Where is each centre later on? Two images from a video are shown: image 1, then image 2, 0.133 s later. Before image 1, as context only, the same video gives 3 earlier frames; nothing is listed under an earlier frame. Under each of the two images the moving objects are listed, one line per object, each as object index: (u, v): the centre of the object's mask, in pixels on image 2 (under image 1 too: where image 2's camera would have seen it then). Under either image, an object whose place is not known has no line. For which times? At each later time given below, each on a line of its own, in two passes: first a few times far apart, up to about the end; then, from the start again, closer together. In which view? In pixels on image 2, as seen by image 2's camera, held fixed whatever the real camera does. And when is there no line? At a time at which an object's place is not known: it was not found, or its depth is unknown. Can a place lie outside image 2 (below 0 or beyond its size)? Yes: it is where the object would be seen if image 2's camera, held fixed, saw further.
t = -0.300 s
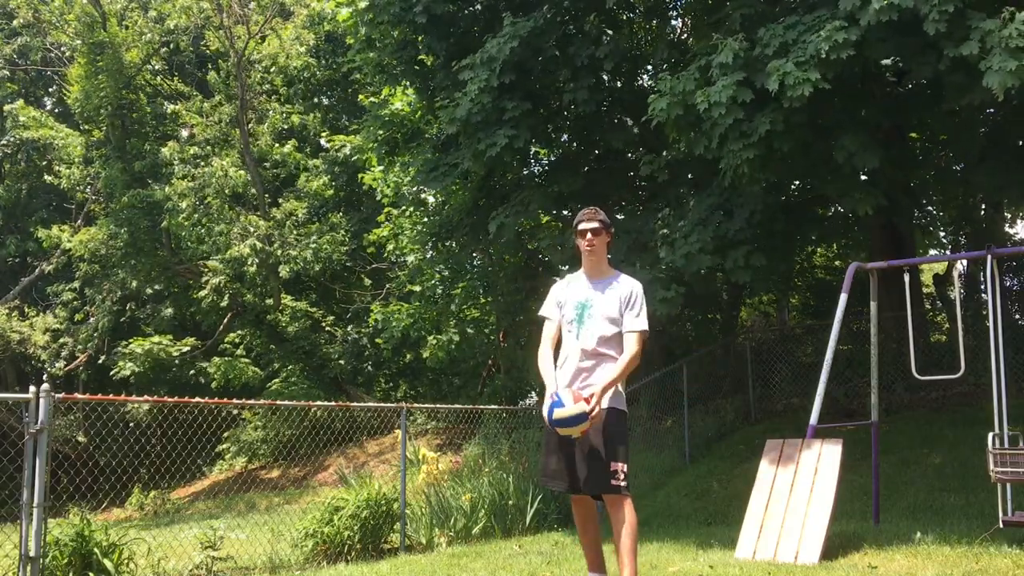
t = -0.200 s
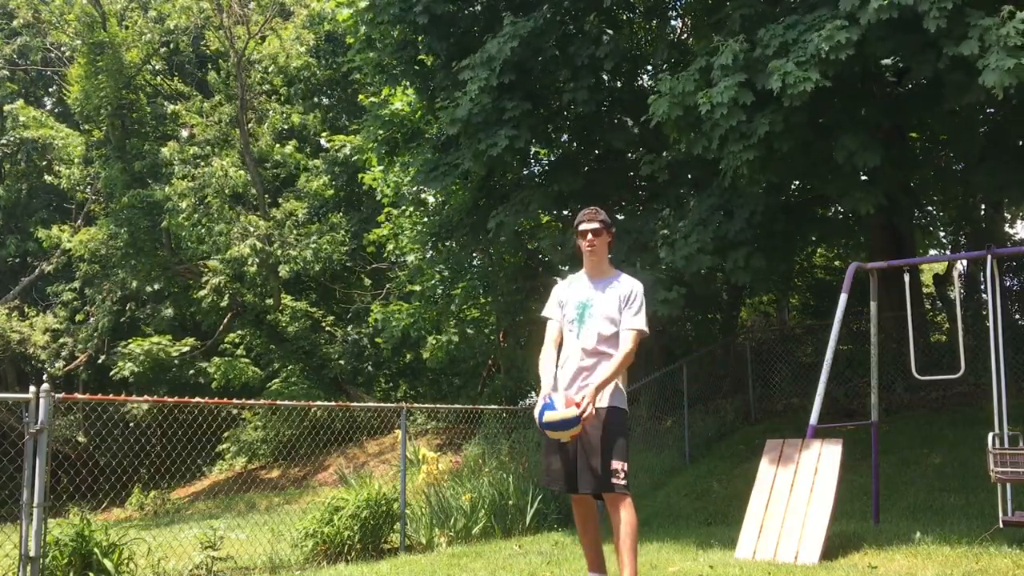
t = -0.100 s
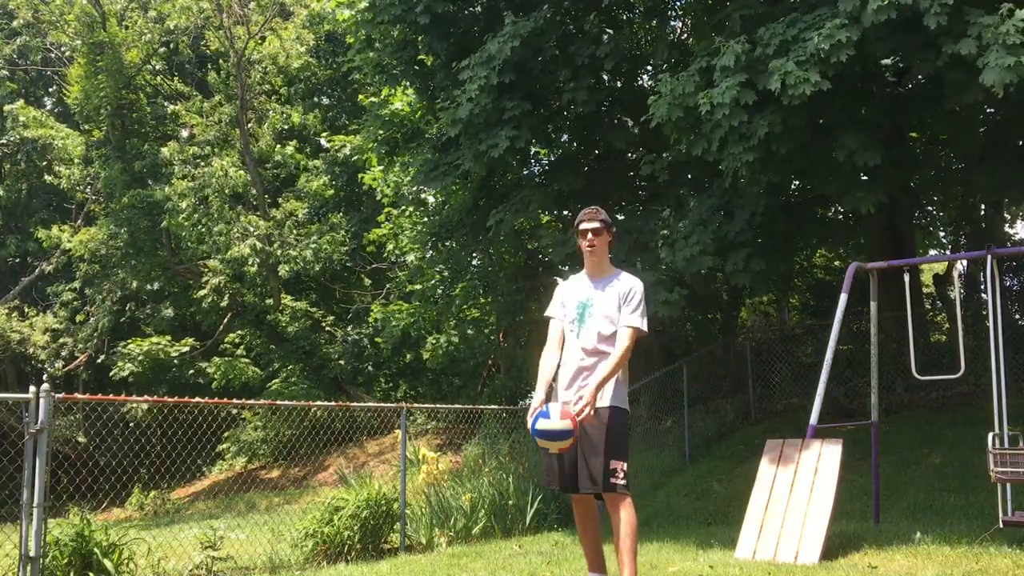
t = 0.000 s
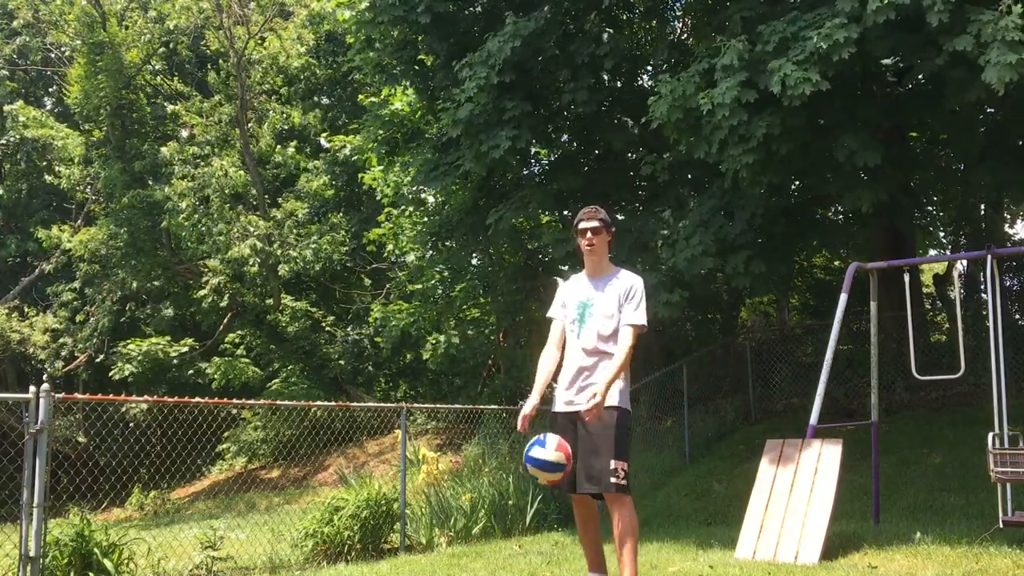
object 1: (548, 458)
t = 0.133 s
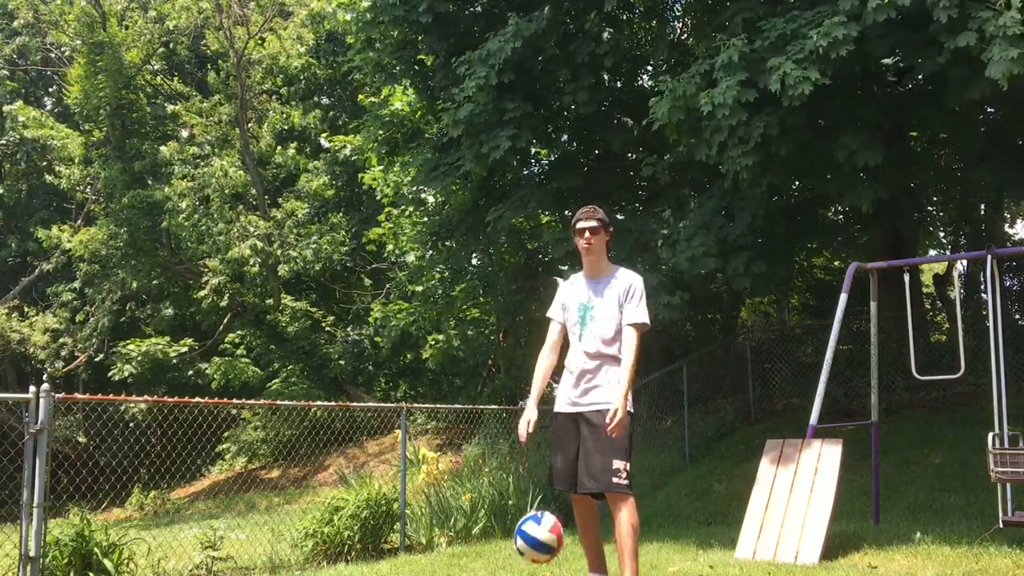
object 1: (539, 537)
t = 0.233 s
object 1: (534, 567)
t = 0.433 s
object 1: (532, 504)
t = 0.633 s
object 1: (530, 519)
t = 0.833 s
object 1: (528, 564)
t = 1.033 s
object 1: (528, 539)
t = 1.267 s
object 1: (525, 564)
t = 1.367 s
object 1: (520, 559)
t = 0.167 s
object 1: (537, 559)
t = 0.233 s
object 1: (534, 567)
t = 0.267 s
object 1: (533, 558)
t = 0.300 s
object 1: (532, 544)
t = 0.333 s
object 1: (533, 530)
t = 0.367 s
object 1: (532, 519)
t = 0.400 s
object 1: (532, 510)
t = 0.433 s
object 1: (532, 504)
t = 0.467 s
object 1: (531, 501)
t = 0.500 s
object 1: (531, 499)
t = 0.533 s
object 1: (530, 501)
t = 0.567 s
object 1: (530, 504)
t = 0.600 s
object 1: (530, 510)
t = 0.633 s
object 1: (530, 519)
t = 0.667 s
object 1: (530, 531)
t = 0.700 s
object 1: (529, 544)
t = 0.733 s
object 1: (529, 557)
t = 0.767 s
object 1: (528, 566)
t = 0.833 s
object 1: (528, 564)
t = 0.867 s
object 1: (528, 558)
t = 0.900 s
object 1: (528, 552)
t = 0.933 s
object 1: (528, 545)
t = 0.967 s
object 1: (528, 540)
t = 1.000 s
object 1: (528, 539)
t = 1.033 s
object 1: (528, 539)
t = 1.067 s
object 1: (528, 542)
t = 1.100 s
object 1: (527, 548)
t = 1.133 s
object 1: (528, 554)
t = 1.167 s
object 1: (527, 560)
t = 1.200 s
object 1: (527, 567)
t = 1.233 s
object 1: (526, 567)
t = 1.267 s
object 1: (525, 564)
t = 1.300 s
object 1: (523, 561)
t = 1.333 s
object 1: (521, 559)
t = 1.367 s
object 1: (520, 559)
